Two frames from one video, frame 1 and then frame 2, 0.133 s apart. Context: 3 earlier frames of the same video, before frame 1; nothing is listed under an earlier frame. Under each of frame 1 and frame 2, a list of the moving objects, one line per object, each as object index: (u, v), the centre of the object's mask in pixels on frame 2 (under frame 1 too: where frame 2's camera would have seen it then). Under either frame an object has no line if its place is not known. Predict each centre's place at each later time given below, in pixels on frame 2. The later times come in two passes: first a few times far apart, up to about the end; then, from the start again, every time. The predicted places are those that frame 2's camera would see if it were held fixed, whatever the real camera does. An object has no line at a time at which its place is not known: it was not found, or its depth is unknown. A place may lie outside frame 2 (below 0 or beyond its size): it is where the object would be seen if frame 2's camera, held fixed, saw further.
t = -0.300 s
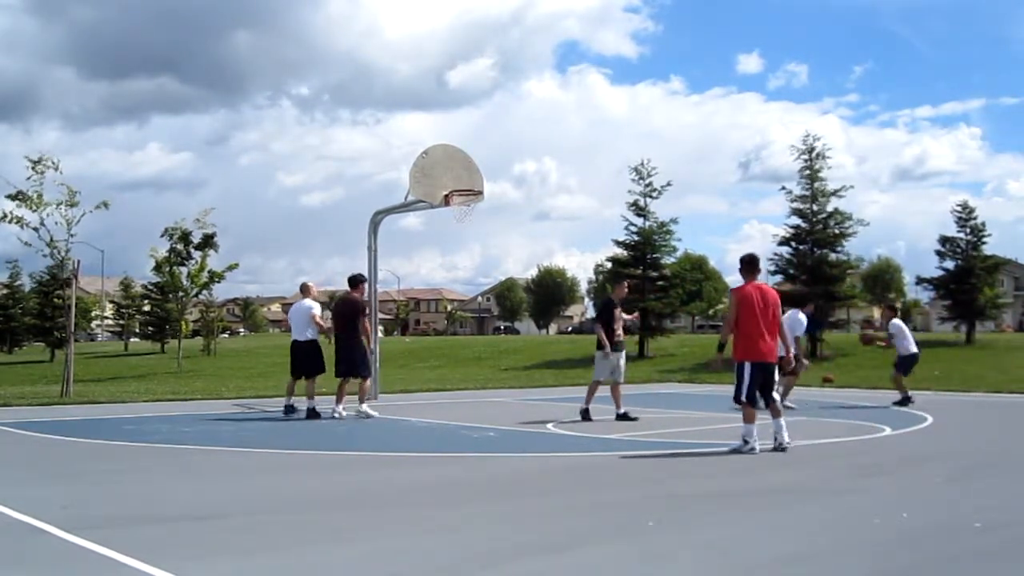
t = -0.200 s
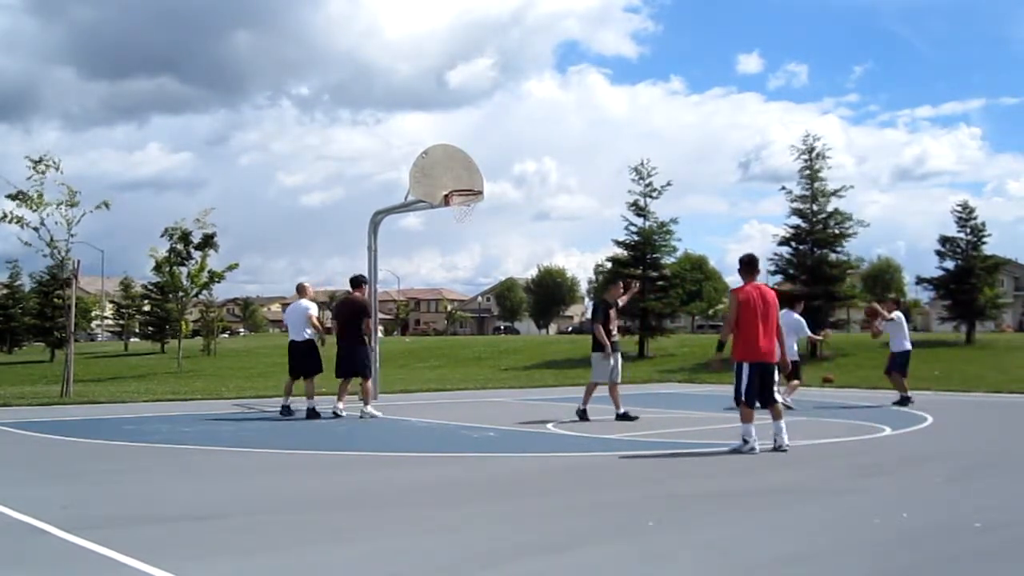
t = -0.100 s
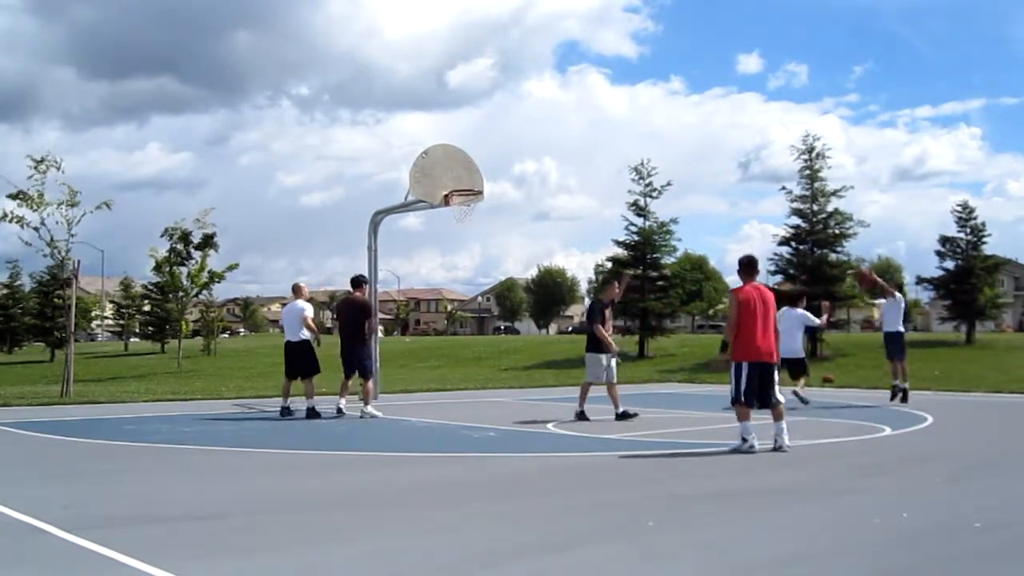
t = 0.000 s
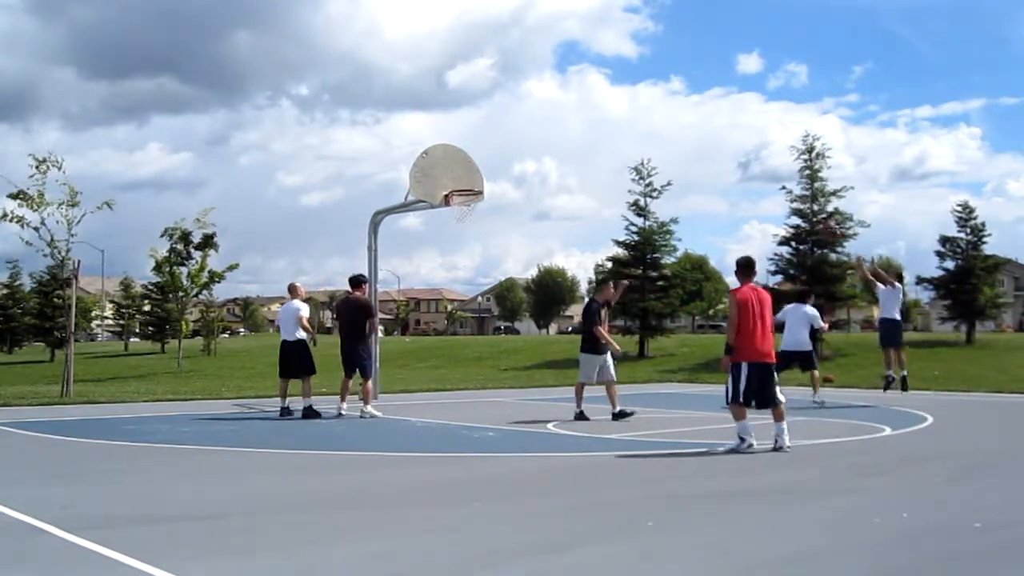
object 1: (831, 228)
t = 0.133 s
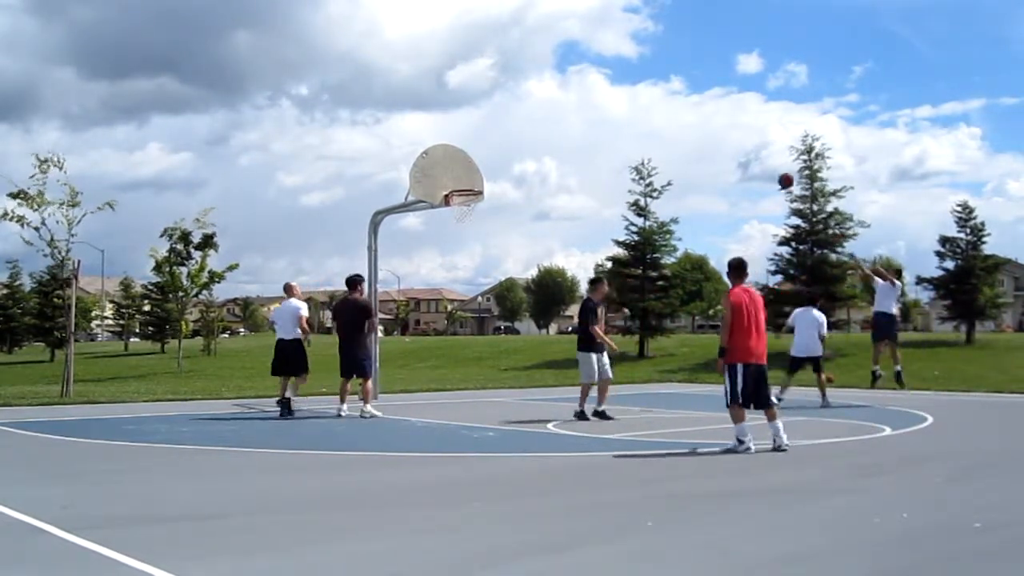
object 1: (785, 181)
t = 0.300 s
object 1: (732, 135)
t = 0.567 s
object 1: (645, 100)
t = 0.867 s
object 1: (548, 117)
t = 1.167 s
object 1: (464, 186)
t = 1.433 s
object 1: (470, 171)
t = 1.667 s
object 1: (474, 201)
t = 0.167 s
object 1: (775, 170)
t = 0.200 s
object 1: (764, 160)
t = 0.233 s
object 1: (753, 151)
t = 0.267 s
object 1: (742, 142)
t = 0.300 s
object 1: (732, 135)
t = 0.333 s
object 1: (721, 128)
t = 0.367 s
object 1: (710, 121)
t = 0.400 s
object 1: (699, 116)
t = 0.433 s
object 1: (688, 111)
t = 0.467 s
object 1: (678, 107)
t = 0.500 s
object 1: (667, 104)
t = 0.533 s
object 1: (656, 101)
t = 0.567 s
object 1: (645, 100)
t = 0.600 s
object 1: (634, 98)
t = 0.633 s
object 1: (624, 98)
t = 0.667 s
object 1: (613, 99)
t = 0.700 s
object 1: (602, 100)
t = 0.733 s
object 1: (591, 102)
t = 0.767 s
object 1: (581, 104)
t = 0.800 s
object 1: (570, 108)
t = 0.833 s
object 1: (559, 112)
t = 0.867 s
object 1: (548, 117)
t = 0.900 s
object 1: (537, 122)
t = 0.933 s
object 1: (527, 129)
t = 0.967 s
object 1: (516, 136)
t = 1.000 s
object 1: (505, 143)
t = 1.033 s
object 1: (494, 152)
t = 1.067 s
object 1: (483, 161)
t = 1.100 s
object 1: (472, 172)
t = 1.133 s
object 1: (464, 181)
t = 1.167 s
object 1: (464, 186)
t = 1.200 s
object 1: (465, 182)
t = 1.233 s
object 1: (466, 178)
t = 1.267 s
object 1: (466, 176)
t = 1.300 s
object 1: (467, 173)
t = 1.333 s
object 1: (468, 171)
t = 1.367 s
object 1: (469, 170)
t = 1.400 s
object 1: (470, 170)
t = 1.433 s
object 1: (470, 171)
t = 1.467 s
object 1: (471, 173)
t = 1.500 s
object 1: (472, 175)
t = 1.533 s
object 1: (472, 178)
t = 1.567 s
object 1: (473, 183)
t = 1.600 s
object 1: (474, 188)
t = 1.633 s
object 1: (474, 195)
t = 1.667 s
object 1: (474, 201)
